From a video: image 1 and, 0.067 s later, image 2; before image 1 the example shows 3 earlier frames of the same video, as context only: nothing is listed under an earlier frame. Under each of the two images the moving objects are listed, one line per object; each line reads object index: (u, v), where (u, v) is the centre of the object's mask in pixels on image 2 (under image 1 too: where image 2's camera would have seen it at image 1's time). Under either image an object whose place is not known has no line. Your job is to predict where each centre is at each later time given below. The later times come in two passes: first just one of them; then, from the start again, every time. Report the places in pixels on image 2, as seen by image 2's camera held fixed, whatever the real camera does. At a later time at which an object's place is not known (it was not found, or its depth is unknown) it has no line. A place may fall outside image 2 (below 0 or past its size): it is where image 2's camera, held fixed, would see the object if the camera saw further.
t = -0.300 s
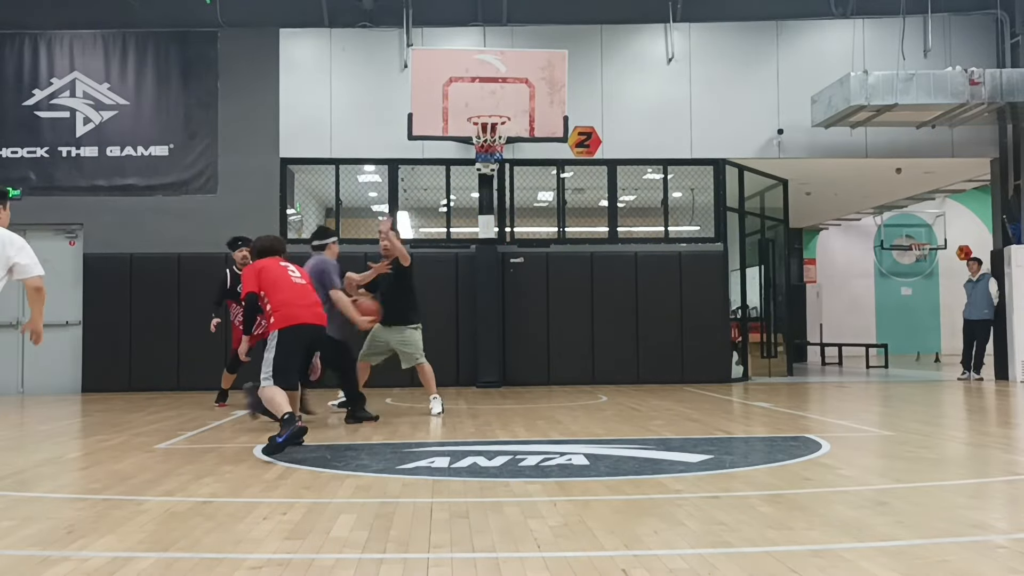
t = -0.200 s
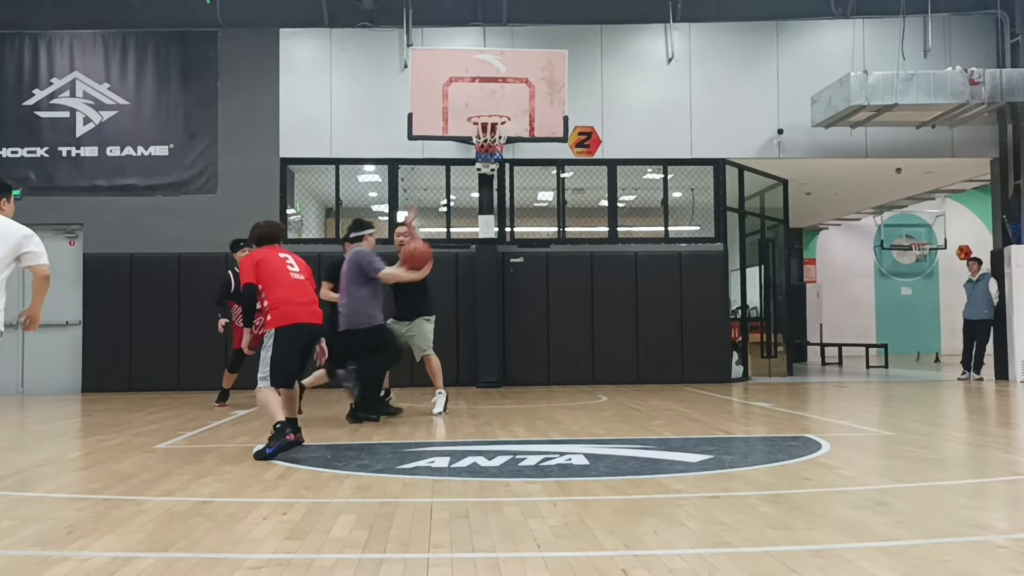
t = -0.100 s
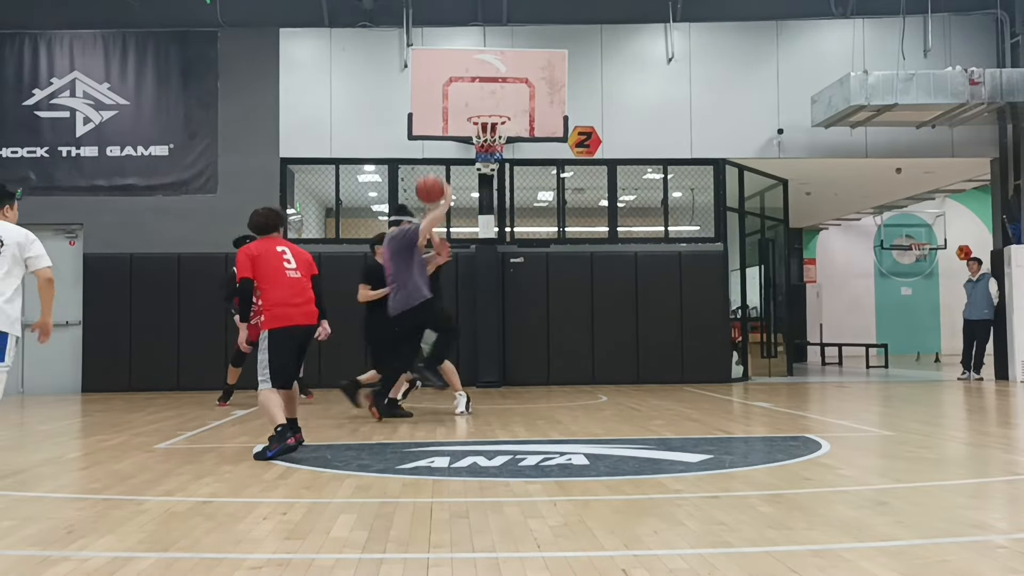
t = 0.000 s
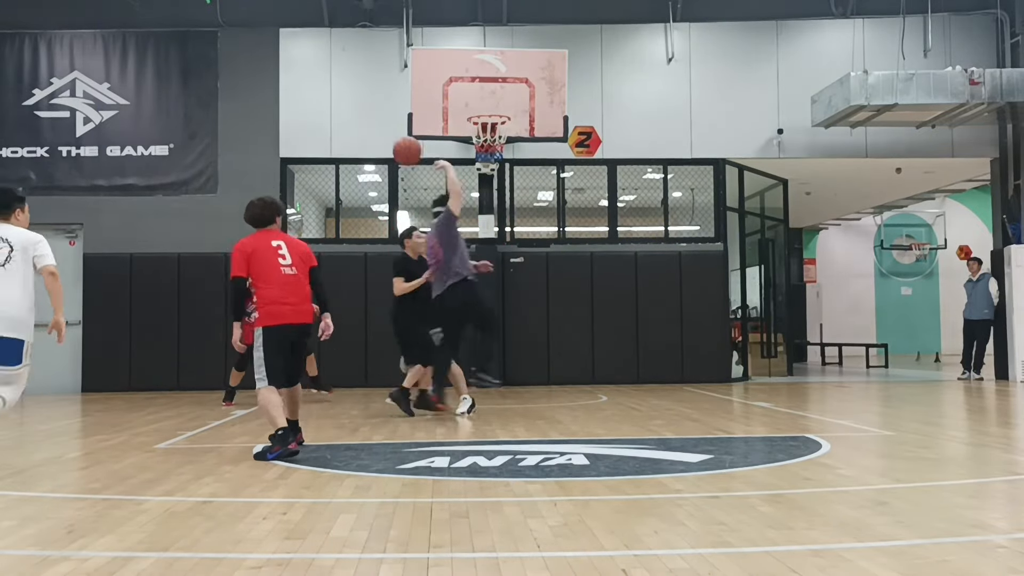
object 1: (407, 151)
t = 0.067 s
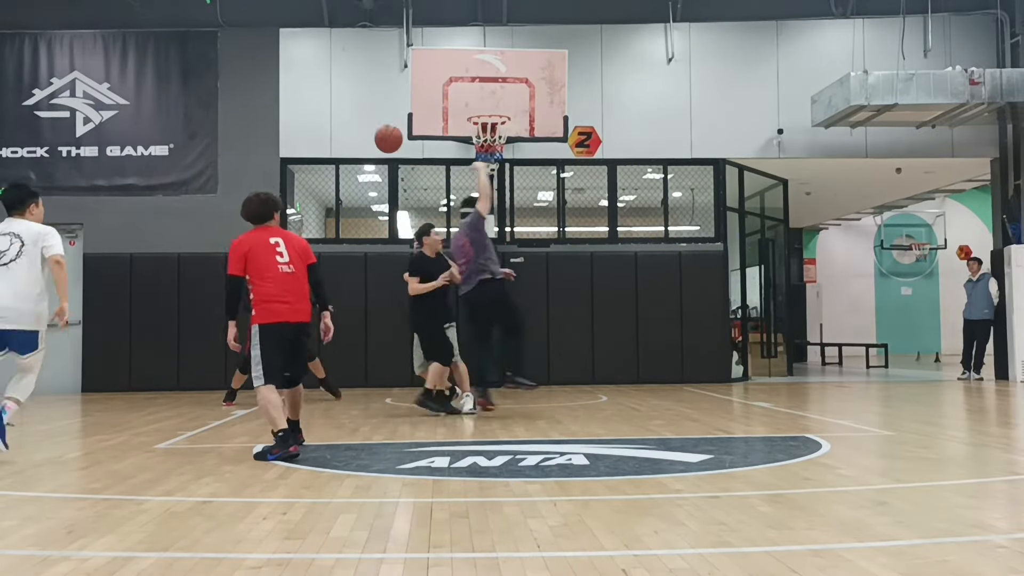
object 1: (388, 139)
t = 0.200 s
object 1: (353, 130)
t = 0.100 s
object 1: (379, 135)
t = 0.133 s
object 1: (371, 132)
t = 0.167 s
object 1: (362, 131)
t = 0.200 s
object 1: (353, 130)
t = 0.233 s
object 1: (345, 131)
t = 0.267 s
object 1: (336, 134)
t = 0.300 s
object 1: (328, 137)
